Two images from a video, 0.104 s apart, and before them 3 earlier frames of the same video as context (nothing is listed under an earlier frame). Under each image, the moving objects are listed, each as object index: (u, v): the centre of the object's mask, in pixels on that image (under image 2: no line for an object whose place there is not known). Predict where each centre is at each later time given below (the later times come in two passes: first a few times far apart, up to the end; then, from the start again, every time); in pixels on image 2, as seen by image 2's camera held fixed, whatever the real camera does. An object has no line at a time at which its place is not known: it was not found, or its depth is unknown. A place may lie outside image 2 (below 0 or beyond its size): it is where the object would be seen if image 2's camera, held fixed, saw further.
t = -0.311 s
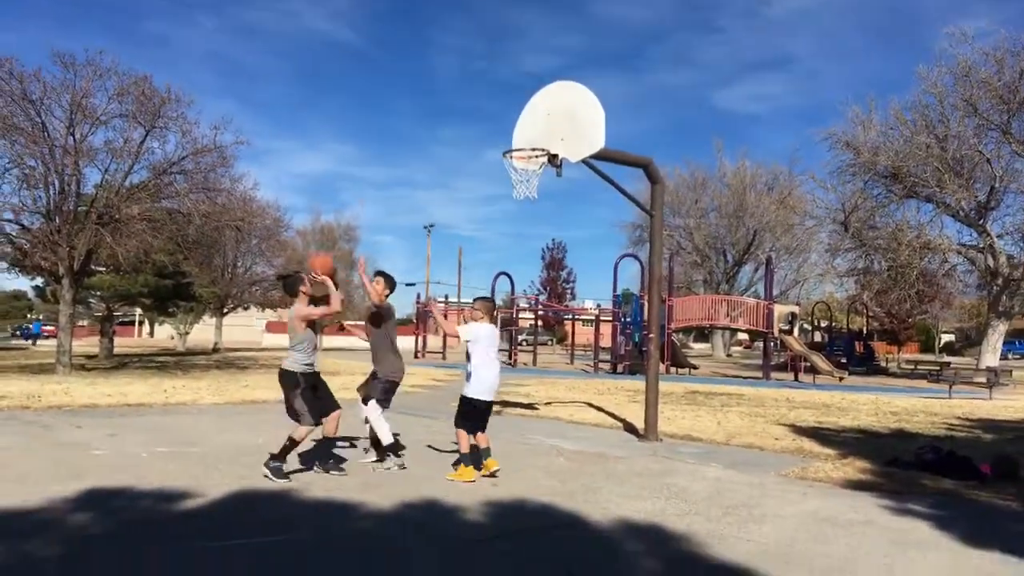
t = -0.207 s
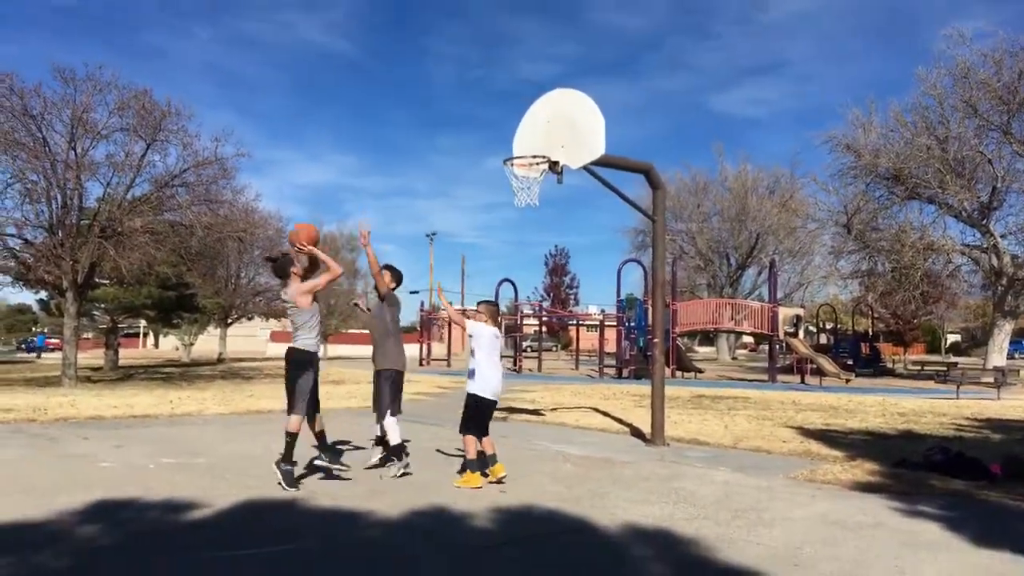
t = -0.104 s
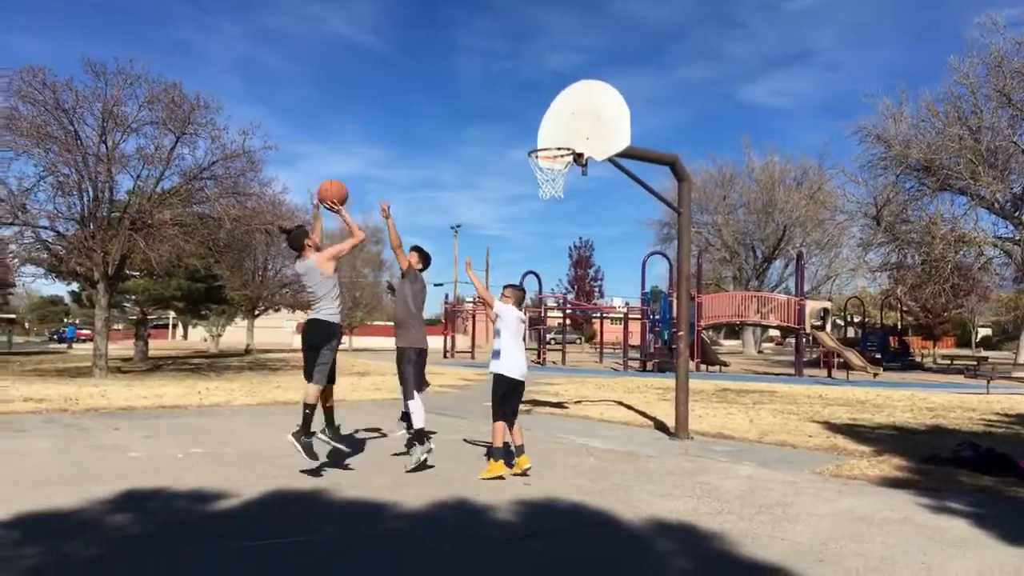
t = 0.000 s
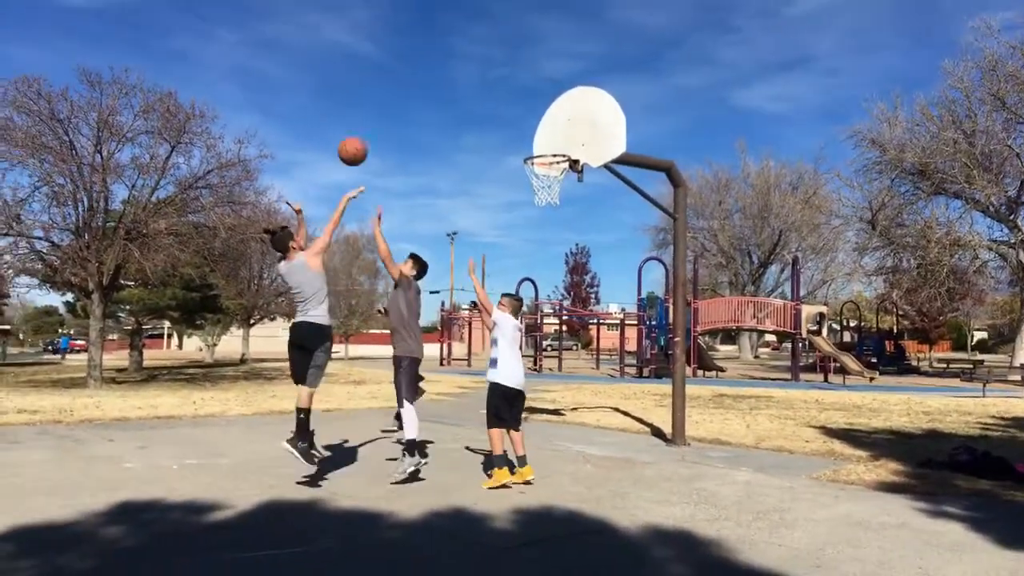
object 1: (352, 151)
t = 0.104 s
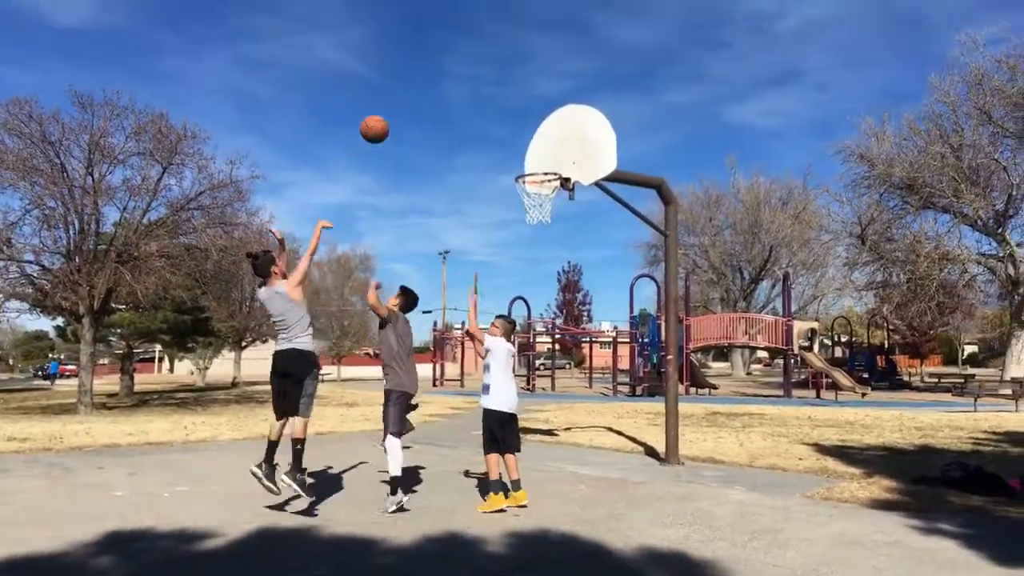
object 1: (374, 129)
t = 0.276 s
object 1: (424, 86)
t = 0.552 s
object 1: (486, 99)
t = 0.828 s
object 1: (536, 171)
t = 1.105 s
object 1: (550, 122)
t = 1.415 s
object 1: (571, 145)
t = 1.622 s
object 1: (582, 213)
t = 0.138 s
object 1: (395, 108)
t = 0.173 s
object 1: (399, 104)
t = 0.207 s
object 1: (406, 102)
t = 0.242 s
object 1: (414, 91)
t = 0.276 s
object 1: (424, 86)
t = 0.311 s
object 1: (438, 86)
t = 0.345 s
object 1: (449, 86)
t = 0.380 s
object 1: (455, 83)
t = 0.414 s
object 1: (459, 82)
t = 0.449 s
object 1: (464, 87)
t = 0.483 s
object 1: (471, 92)
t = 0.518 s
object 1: (480, 95)
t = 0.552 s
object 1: (486, 99)
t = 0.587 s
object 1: (493, 103)
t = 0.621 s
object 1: (500, 111)
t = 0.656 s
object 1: (506, 119)
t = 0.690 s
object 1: (512, 127)
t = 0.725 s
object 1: (517, 136)
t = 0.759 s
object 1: (523, 147)
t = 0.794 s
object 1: (530, 159)
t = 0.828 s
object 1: (536, 171)
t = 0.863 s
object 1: (538, 169)
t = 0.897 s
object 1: (540, 160)
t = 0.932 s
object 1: (541, 152)
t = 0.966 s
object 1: (543, 142)
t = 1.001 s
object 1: (545, 137)
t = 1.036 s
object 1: (547, 132)
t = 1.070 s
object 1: (548, 126)
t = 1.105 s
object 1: (550, 122)
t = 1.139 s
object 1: (555, 119)
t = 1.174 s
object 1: (556, 117)
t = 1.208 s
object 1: (558, 117)
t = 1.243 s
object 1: (559, 119)
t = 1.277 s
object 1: (562, 122)
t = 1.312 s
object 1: (564, 126)
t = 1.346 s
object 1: (566, 131)
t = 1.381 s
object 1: (569, 137)
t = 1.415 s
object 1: (571, 145)
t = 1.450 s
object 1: (573, 153)
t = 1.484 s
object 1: (574, 163)
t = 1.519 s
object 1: (577, 174)
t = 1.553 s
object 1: (578, 185)
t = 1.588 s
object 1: (580, 198)
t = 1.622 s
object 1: (582, 213)
